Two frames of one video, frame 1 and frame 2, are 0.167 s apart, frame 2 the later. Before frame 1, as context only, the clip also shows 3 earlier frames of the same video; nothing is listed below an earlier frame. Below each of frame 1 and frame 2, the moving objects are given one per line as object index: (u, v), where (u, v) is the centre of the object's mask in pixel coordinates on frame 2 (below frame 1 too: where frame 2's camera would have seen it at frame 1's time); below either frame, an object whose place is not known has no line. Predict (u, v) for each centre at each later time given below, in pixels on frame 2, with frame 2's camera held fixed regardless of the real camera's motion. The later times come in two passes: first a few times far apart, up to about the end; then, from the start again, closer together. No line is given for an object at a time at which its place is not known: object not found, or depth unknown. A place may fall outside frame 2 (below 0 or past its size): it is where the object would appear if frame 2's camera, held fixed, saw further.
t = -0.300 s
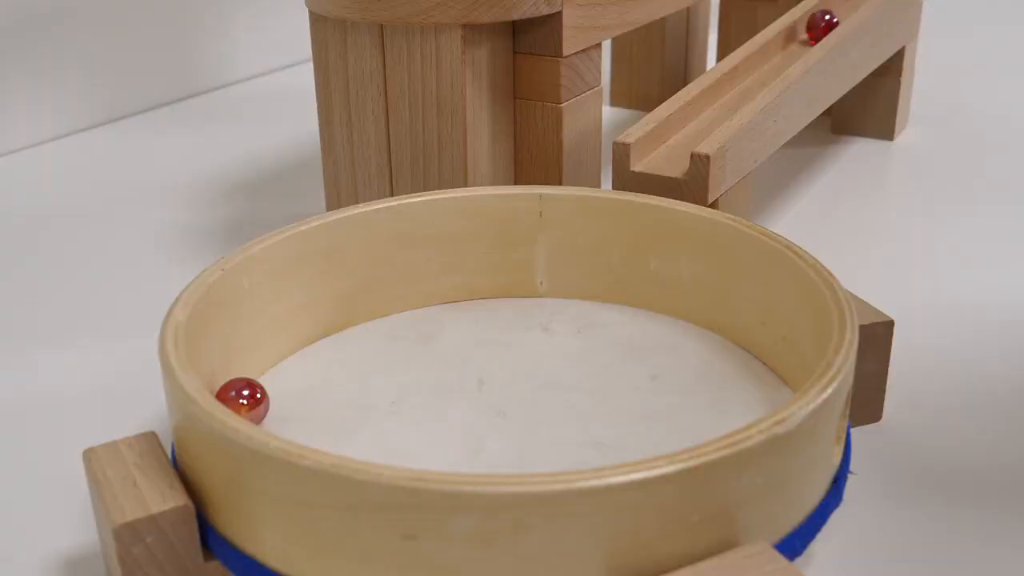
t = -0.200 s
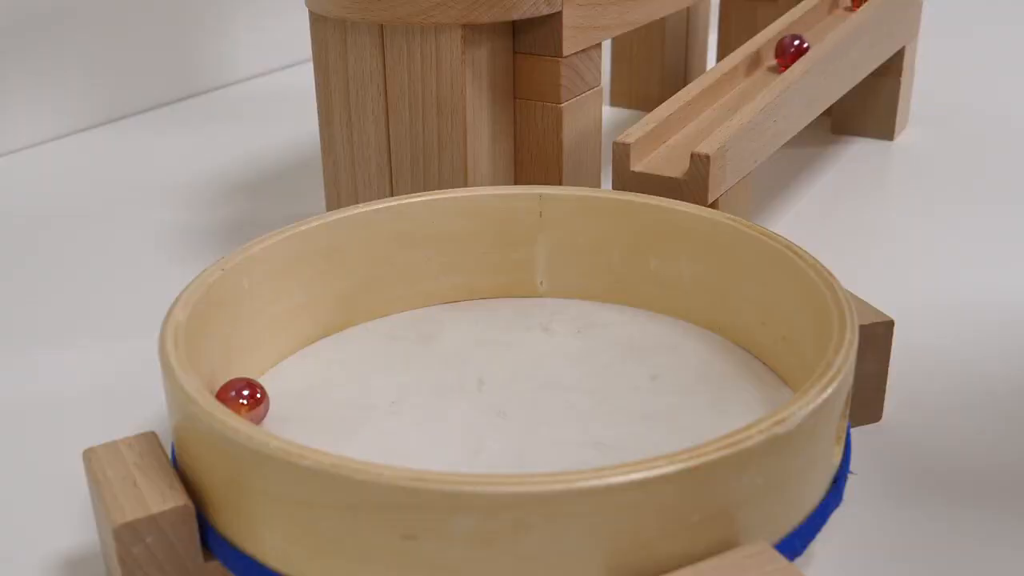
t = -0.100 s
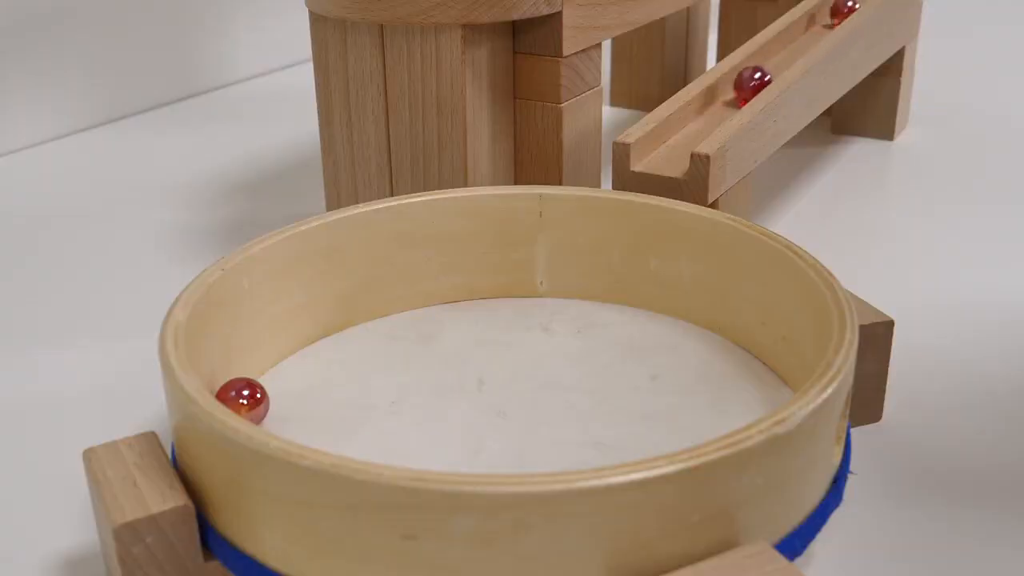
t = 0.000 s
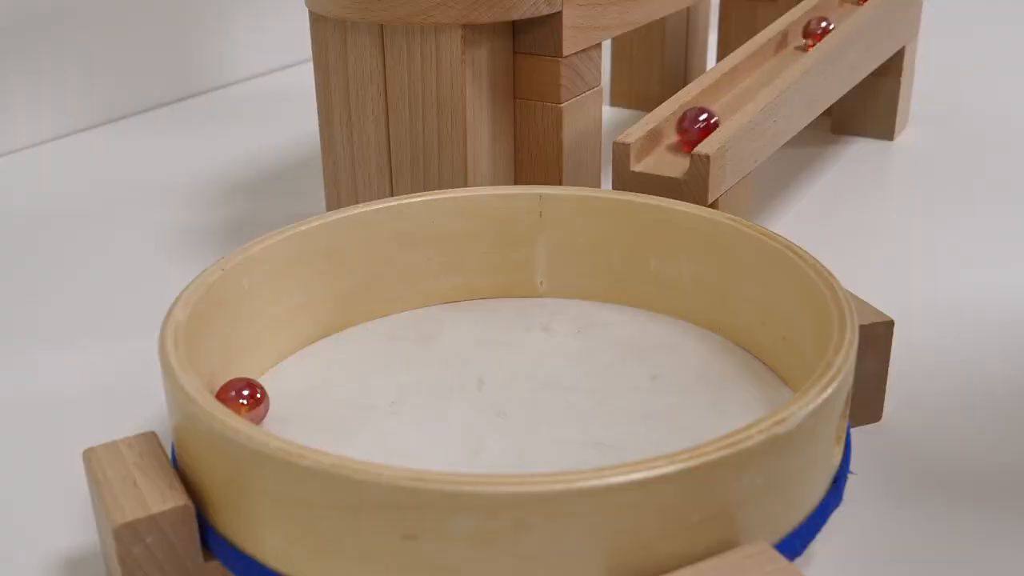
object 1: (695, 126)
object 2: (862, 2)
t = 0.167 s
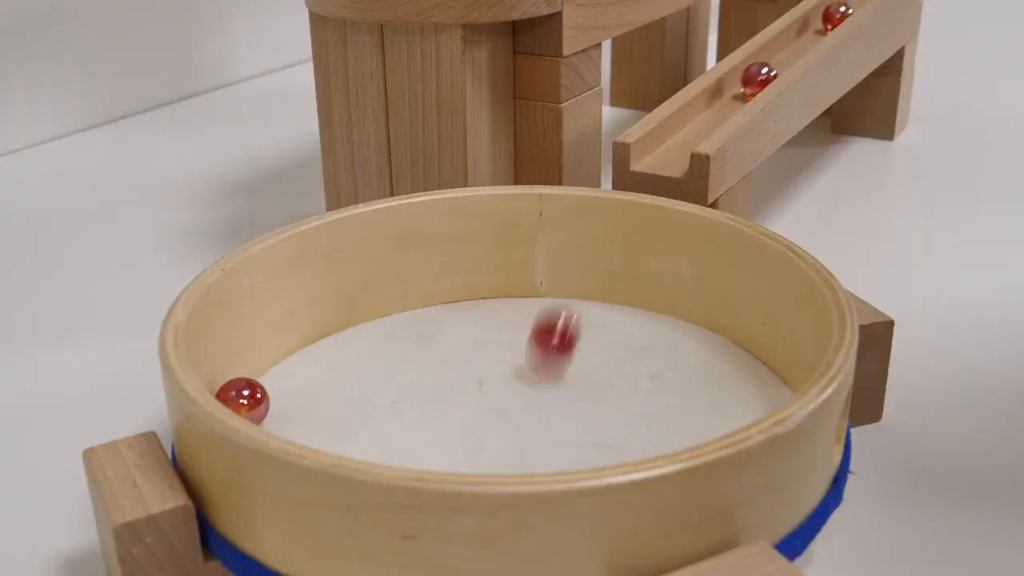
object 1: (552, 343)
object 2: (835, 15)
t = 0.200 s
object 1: (517, 335)
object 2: (826, 22)
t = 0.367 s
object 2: (768, 67)
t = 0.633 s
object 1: (430, 422)
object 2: (613, 197)
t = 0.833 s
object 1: (485, 391)
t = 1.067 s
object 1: (514, 364)
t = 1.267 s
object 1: (514, 336)
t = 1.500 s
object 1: (494, 309)
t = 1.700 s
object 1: (467, 291)
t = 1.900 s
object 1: (439, 300)
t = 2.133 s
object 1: (394, 311)
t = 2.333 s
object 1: (343, 322)
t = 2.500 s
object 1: (312, 336)
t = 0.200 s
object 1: (517, 335)
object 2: (826, 22)
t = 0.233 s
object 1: (476, 317)
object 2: (816, 30)
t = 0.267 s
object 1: (430, 332)
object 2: (805, 38)
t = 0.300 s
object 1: (380, 385)
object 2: (794, 47)
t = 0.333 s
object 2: (782, 56)
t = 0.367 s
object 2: (768, 67)
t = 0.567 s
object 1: (409, 444)
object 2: (663, 154)
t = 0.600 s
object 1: (421, 448)
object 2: (638, 175)
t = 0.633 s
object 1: (430, 422)
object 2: (613, 197)
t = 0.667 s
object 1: (441, 426)
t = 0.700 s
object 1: (453, 435)
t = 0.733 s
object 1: (461, 408)
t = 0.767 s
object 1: (470, 412)
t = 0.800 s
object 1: (478, 408)
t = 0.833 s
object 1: (485, 391)
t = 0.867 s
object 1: (492, 405)
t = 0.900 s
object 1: (497, 386)
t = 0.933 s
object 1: (503, 387)
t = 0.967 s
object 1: (506, 378)
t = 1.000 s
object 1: (510, 374)
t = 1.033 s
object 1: (512, 367)
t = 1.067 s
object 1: (514, 364)
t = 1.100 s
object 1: (516, 355)
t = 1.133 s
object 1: (517, 357)
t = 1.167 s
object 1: (517, 347)
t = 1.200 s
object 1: (517, 344)
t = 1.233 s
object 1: (516, 343)
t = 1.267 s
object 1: (514, 336)
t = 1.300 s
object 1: (512, 331)
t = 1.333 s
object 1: (509, 326)
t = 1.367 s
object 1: (507, 323)
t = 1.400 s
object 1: (504, 320)
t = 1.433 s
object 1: (501, 316)
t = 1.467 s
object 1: (498, 312)
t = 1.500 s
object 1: (494, 309)
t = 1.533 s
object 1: (489, 305)
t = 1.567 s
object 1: (484, 301)
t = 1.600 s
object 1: (480, 297)
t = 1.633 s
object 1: (475, 293)
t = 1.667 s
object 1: (470, 291)
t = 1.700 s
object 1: (467, 291)
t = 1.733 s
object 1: (464, 293)
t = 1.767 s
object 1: (460, 294)
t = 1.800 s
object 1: (455, 295)
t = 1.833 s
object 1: (451, 297)
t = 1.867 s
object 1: (445, 299)
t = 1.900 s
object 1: (439, 300)
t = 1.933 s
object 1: (432, 302)
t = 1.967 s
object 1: (426, 304)
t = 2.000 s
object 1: (420, 305)
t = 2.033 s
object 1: (413, 307)
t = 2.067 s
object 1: (407, 308)
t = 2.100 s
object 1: (401, 309)
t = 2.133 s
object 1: (394, 311)
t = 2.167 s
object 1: (387, 313)
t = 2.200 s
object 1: (379, 315)
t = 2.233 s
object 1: (370, 317)
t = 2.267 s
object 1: (361, 318)
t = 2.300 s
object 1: (352, 320)
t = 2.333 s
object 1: (343, 322)
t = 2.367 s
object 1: (336, 325)
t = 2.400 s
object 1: (330, 328)
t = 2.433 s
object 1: (324, 331)
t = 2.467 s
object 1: (318, 333)
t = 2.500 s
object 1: (312, 336)
